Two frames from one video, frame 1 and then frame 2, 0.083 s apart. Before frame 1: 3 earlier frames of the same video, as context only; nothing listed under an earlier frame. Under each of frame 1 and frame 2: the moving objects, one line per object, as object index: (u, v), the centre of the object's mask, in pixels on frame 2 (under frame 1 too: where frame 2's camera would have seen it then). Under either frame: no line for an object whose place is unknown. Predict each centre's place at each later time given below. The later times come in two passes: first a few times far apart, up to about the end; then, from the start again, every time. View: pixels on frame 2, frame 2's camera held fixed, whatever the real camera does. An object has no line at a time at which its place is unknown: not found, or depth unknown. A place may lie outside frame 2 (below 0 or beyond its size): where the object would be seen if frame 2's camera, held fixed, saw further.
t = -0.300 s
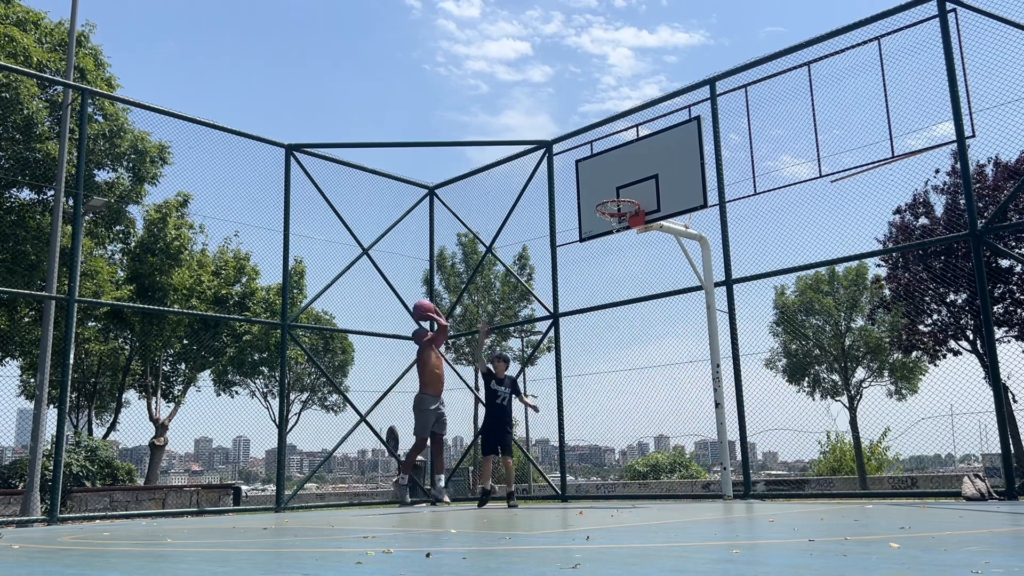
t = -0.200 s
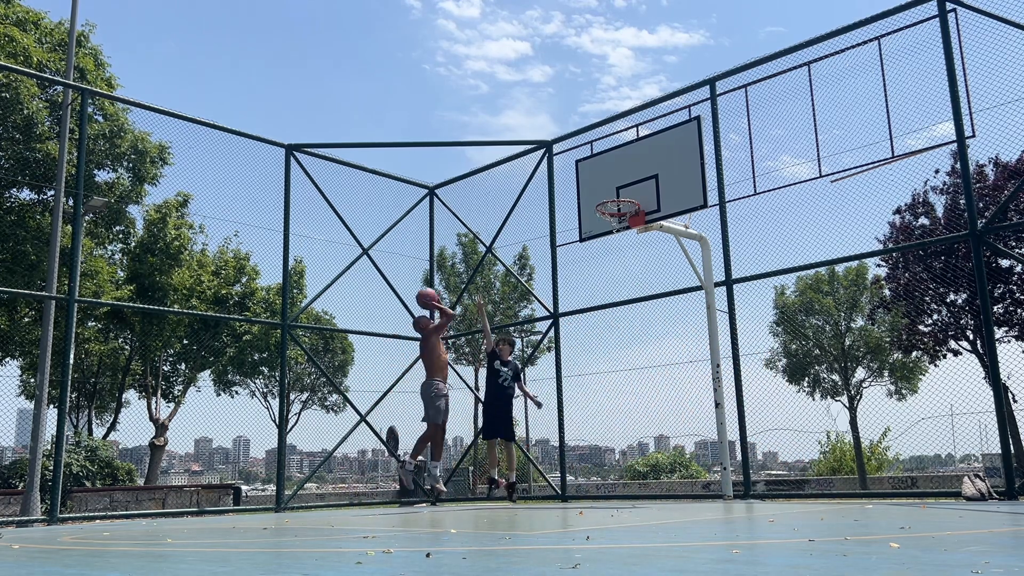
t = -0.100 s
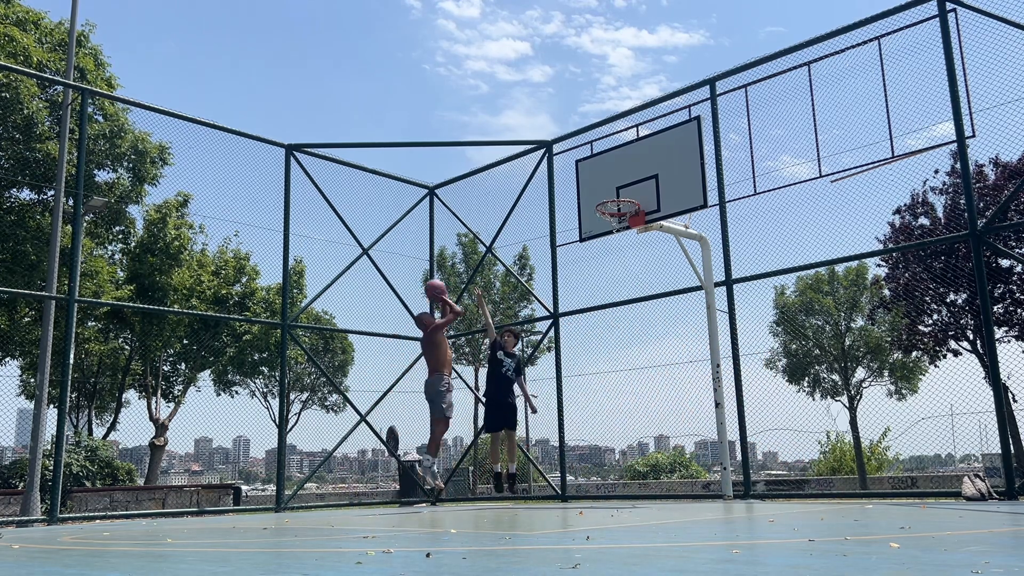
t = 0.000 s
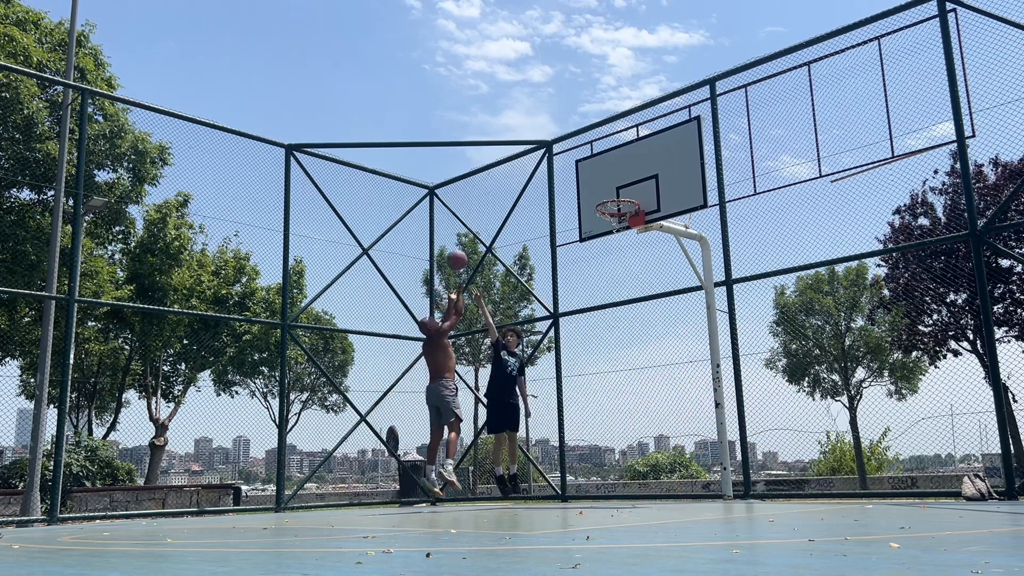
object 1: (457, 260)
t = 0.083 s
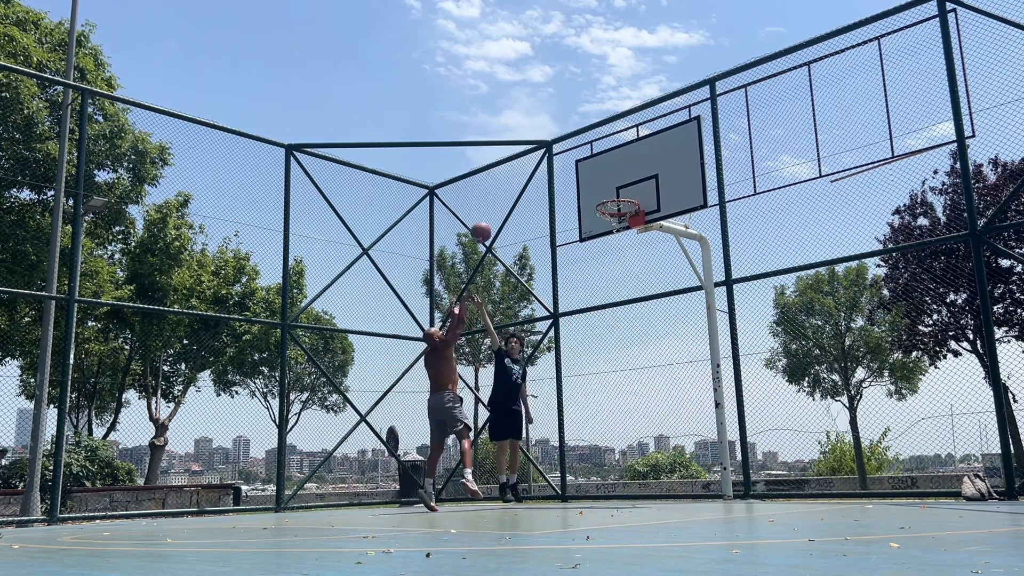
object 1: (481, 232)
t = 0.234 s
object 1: (524, 198)
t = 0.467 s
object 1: (591, 181)
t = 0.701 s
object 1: (616, 195)
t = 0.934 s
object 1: (620, 267)
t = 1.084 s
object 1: (626, 342)
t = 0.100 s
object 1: (486, 228)
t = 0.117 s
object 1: (490, 223)
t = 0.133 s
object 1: (495, 219)
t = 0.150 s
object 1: (500, 215)
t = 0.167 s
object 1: (505, 211)
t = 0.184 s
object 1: (510, 207)
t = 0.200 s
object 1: (515, 204)
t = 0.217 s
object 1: (520, 201)
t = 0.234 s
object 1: (524, 198)
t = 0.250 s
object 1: (529, 195)
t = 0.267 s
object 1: (534, 193)
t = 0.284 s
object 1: (539, 190)
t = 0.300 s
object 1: (543, 189)
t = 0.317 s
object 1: (548, 187)
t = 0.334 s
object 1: (553, 185)
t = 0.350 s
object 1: (557, 184)
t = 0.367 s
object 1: (562, 183)
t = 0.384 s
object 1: (567, 182)
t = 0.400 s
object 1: (572, 182)
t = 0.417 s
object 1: (576, 181)
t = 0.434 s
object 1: (581, 181)
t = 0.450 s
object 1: (586, 181)
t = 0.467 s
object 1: (591, 181)
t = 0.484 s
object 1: (595, 182)
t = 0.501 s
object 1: (600, 182)
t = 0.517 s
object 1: (605, 183)
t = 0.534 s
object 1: (610, 185)
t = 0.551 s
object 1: (614, 186)
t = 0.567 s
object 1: (614, 186)
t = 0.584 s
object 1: (614, 187)
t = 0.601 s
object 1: (615, 188)
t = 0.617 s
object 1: (615, 189)
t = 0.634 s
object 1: (615, 190)
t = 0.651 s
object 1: (615, 192)
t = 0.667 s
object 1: (615, 193)
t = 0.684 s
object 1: (616, 194)
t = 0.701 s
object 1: (616, 195)
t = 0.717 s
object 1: (616, 196)
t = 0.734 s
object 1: (617, 205)
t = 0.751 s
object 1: (617, 211)
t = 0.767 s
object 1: (617, 214)
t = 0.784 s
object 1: (618, 218)
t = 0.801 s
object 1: (618, 222)
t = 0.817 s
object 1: (618, 226)
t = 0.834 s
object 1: (618, 231)
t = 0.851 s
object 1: (619, 236)
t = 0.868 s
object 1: (619, 242)
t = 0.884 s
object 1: (619, 248)
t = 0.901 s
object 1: (620, 253)
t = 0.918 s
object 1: (620, 260)
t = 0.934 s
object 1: (620, 267)
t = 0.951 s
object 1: (621, 273)
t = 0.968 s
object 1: (621, 281)
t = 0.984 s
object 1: (622, 288)
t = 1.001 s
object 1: (623, 296)
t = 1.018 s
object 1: (624, 305)
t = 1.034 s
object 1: (624, 313)
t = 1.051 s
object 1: (624, 323)
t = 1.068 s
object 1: (625, 332)
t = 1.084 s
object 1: (626, 342)
